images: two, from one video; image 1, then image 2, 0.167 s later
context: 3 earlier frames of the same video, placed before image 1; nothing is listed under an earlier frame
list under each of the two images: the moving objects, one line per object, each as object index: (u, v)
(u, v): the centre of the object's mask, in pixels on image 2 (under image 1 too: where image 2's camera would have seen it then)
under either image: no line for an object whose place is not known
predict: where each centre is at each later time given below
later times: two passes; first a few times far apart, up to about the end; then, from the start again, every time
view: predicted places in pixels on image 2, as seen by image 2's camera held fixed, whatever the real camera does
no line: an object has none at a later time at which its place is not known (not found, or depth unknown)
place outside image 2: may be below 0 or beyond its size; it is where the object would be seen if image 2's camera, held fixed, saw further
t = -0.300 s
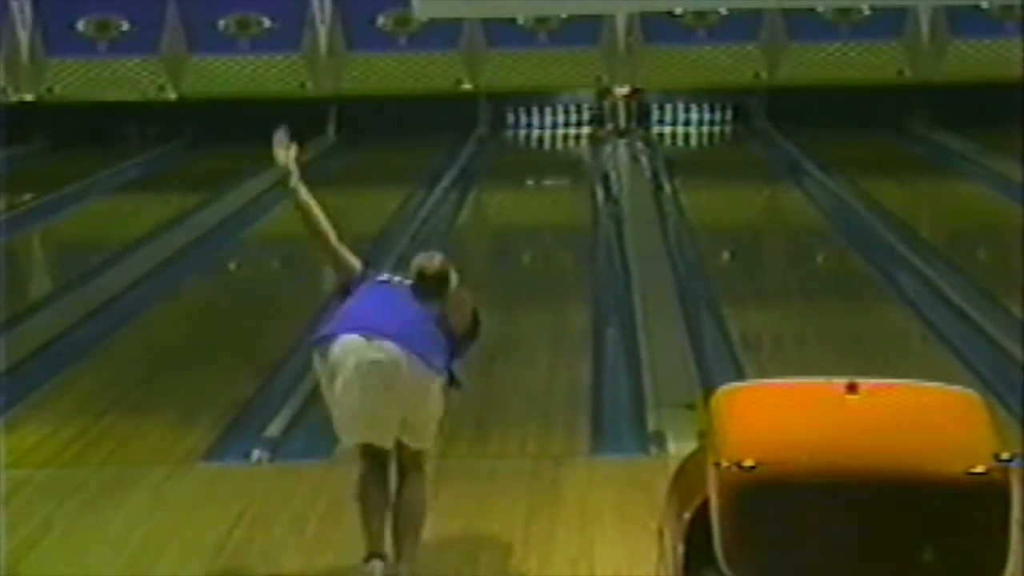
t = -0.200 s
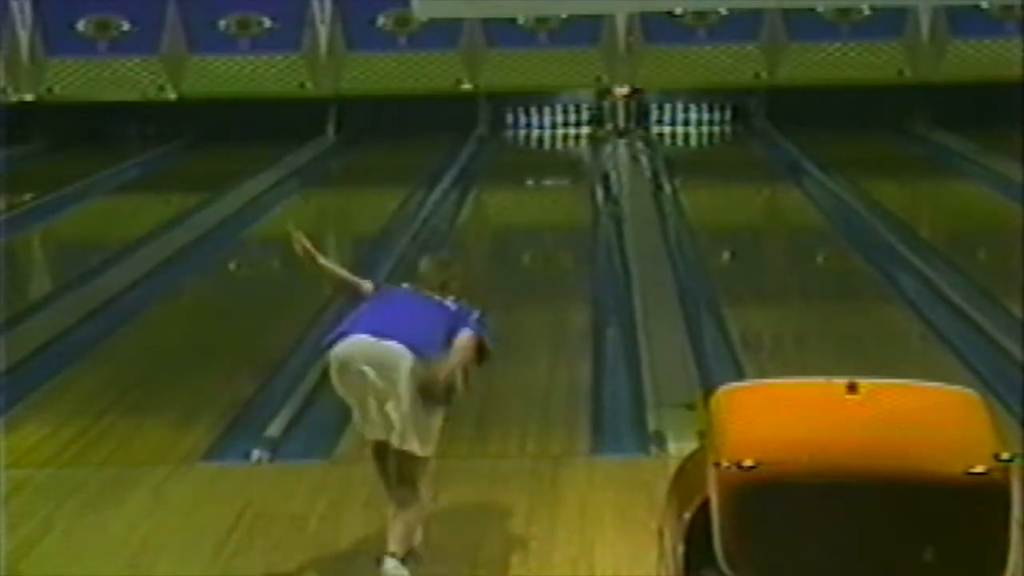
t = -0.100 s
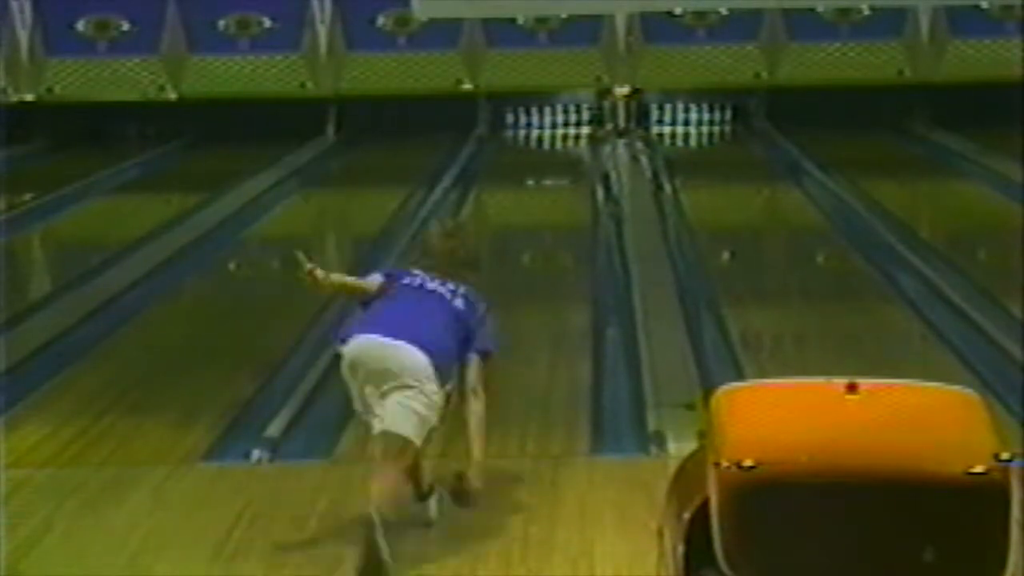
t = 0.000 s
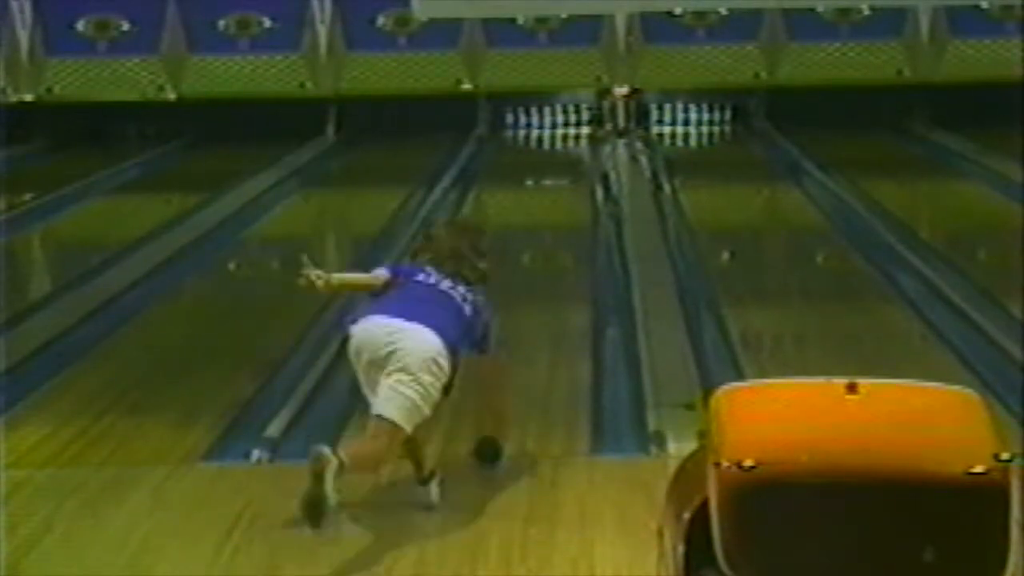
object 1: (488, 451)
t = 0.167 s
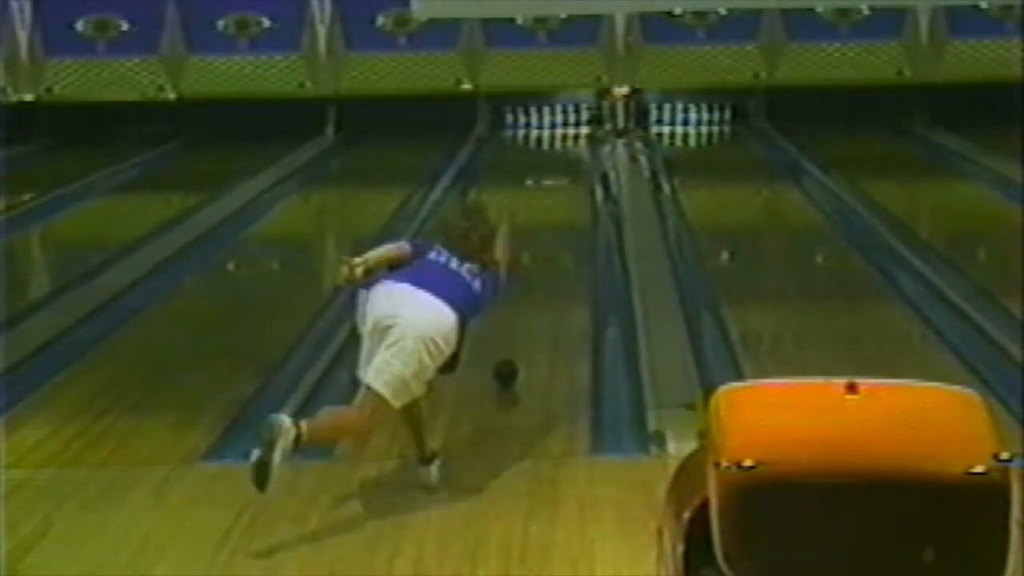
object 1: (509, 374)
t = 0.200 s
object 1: (513, 362)
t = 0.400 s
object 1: (525, 296)
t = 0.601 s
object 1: (530, 252)
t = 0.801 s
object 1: (537, 217)
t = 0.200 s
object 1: (513, 362)
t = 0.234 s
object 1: (516, 349)
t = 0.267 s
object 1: (517, 338)
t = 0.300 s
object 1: (523, 329)
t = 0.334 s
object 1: (524, 318)
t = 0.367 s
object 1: (523, 308)
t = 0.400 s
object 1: (525, 296)
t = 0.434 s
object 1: (526, 288)
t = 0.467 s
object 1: (527, 280)
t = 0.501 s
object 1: (528, 273)
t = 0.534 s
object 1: (528, 266)
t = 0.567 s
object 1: (529, 258)
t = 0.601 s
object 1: (530, 252)
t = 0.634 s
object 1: (532, 244)
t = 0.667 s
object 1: (535, 240)
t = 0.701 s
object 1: (534, 234)
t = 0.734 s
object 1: (536, 229)
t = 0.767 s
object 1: (537, 222)
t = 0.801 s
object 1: (537, 217)
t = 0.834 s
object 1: (539, 213)
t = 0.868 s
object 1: (540, 209)
